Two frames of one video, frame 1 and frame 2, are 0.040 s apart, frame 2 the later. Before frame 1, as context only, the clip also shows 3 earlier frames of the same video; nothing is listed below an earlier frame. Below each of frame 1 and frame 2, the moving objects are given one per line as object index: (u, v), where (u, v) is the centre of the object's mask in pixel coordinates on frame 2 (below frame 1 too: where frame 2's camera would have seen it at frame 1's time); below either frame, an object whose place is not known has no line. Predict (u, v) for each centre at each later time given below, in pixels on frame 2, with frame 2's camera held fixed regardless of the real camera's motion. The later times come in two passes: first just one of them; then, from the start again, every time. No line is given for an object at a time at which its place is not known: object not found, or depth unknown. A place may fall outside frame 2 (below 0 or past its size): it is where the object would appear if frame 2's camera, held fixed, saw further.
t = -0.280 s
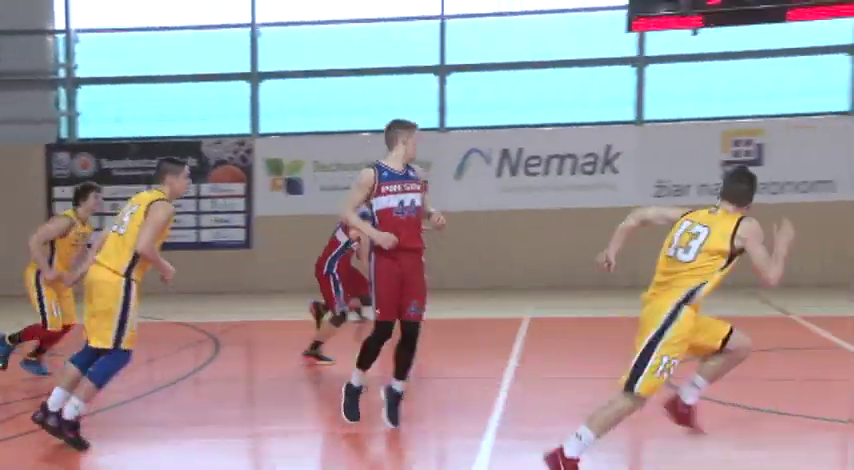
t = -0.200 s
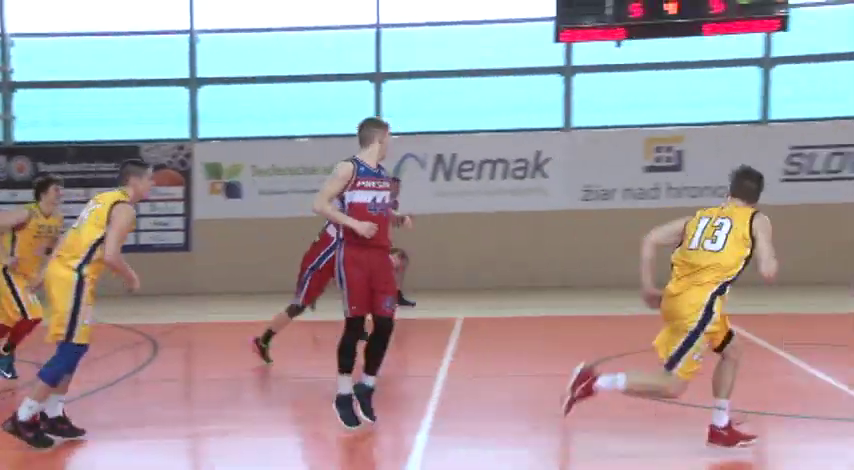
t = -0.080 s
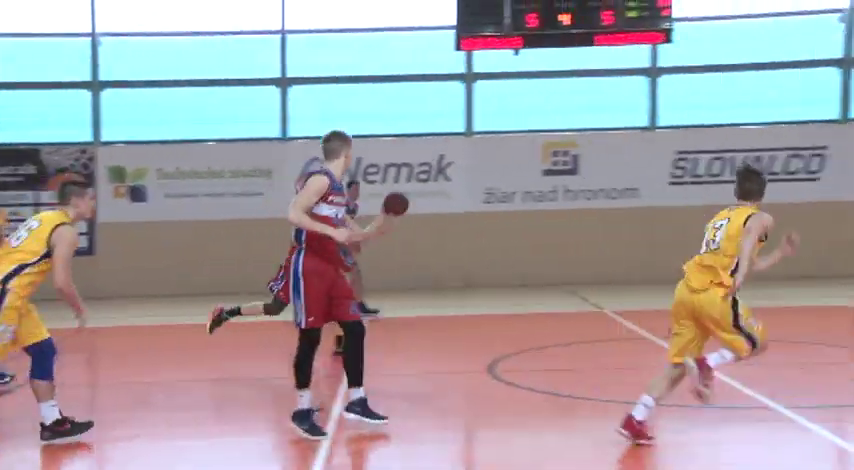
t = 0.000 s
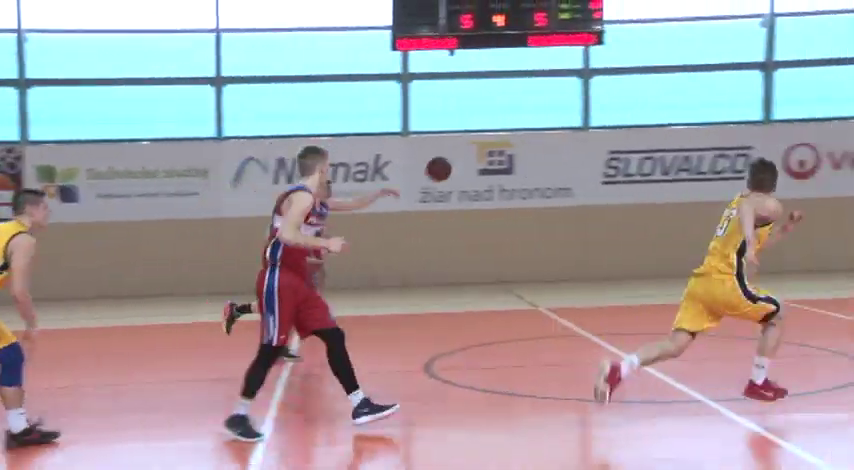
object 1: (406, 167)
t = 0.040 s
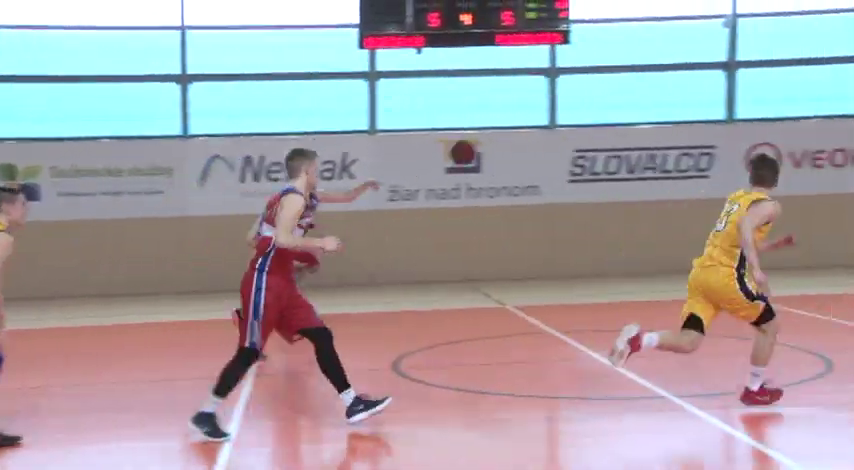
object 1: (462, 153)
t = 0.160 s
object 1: (638, 115)
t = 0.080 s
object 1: (520, 140)
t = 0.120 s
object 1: (579, 127)
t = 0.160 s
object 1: (638, 115)
